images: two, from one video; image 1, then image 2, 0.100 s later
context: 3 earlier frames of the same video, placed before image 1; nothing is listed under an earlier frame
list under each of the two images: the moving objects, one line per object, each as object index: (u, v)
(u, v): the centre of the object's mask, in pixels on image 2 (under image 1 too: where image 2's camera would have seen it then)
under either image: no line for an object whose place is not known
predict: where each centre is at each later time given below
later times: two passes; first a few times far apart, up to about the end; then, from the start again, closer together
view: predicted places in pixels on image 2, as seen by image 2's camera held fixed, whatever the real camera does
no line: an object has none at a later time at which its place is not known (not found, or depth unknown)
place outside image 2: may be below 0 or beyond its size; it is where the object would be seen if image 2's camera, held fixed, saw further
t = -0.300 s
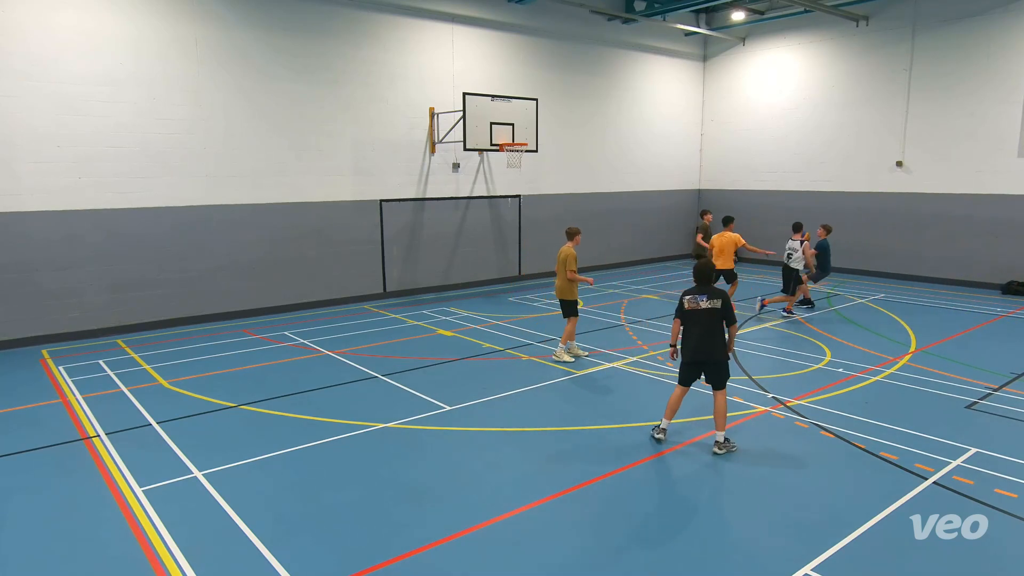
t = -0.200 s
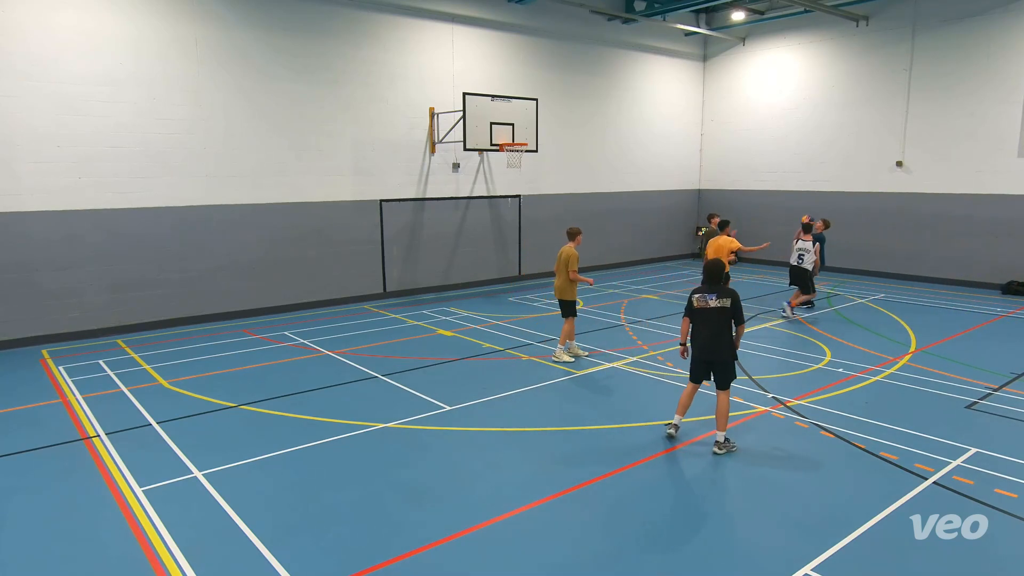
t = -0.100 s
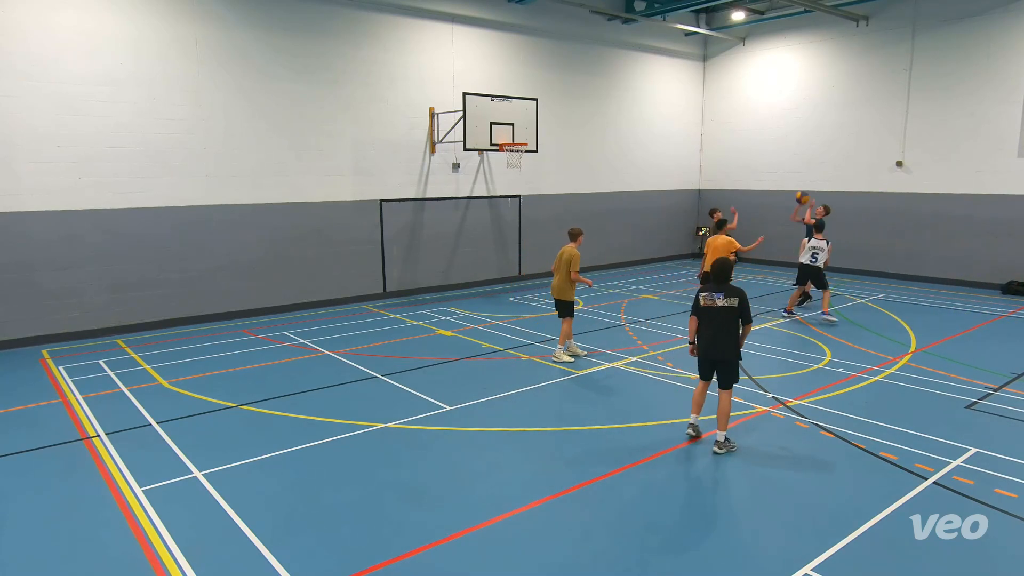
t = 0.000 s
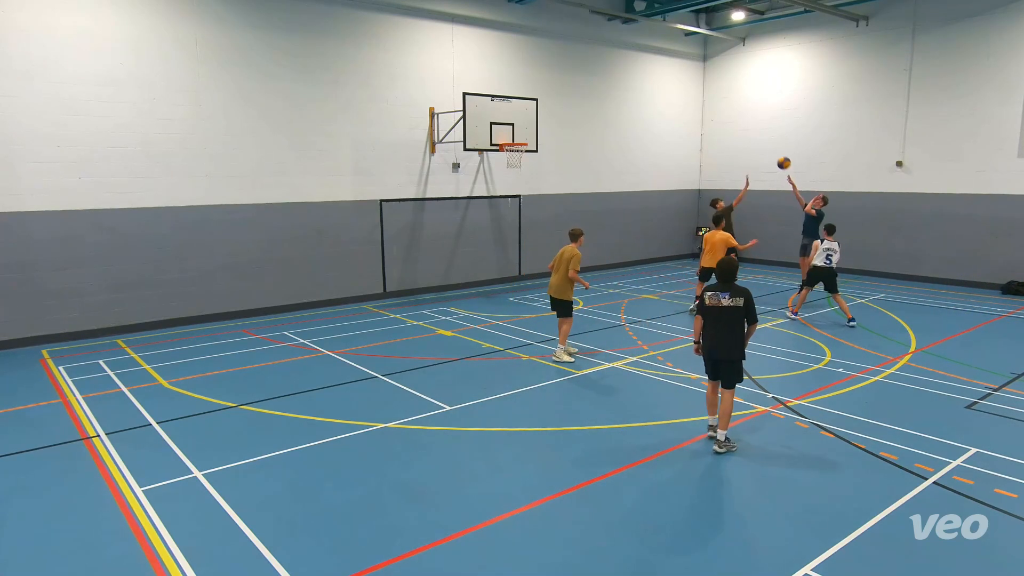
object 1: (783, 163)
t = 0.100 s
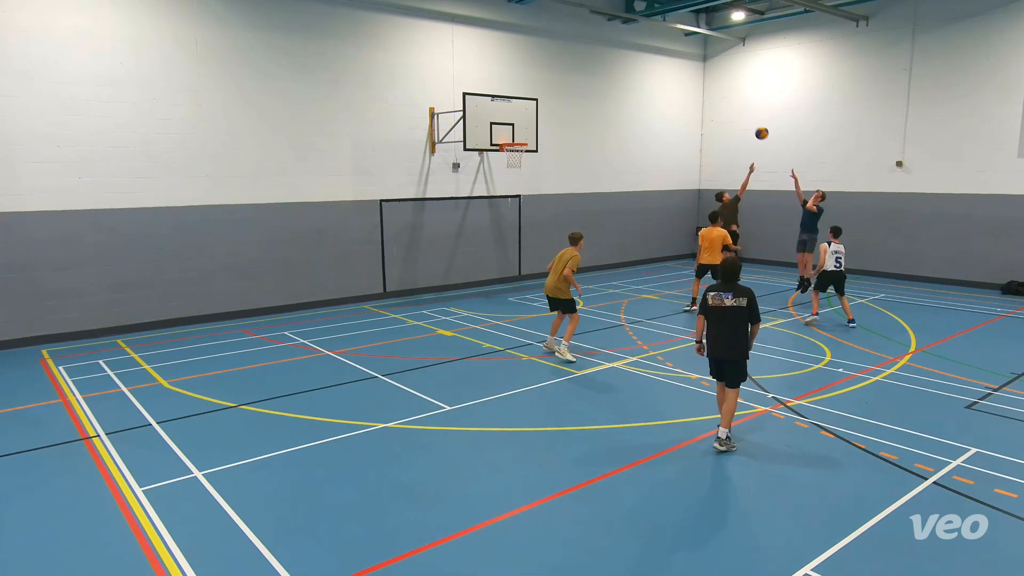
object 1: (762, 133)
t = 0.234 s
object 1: (732, 102)
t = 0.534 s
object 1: (664, 66)
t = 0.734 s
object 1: (619, 71)
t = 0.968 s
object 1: (568, 104)
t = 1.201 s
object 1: (541, 157)
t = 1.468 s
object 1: (574, 231)
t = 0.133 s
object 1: (754, 124)
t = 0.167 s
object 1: (747, 116)
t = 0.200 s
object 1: (739, 109)
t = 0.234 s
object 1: (732, 102)
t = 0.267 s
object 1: (724, 95)
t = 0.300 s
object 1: (717, 89)
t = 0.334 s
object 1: (709, 84)
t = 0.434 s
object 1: (687, 72)
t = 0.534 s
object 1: (664, 66)
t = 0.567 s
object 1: (657, 65)
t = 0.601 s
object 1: (649, 65)
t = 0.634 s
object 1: (642, 66)
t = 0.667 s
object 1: (634, 67)
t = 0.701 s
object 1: (627, 69)
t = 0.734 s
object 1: (619, 71)
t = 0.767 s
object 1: (612, 74)
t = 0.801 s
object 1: (605, 77)
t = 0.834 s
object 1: (597, 81)
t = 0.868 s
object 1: (590, 86)
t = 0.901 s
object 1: (582, 91)
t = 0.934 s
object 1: (575, 97)
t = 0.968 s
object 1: (568, 104)
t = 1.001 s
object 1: (561, 111)
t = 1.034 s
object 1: (554, 118)
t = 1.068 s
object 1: (547, 126)
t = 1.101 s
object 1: (539, 135)
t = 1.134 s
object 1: (533, 144)
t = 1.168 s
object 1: (536, 150)
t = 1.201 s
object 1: (541, 157)
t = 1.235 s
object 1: (545, 165)
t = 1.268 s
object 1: (549, 173)
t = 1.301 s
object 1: (554, 181)
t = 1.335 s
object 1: (558, 190)
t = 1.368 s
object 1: (562, 200)
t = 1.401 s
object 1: (566, 210)
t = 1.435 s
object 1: (570, 220)
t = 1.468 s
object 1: (574, 231)
